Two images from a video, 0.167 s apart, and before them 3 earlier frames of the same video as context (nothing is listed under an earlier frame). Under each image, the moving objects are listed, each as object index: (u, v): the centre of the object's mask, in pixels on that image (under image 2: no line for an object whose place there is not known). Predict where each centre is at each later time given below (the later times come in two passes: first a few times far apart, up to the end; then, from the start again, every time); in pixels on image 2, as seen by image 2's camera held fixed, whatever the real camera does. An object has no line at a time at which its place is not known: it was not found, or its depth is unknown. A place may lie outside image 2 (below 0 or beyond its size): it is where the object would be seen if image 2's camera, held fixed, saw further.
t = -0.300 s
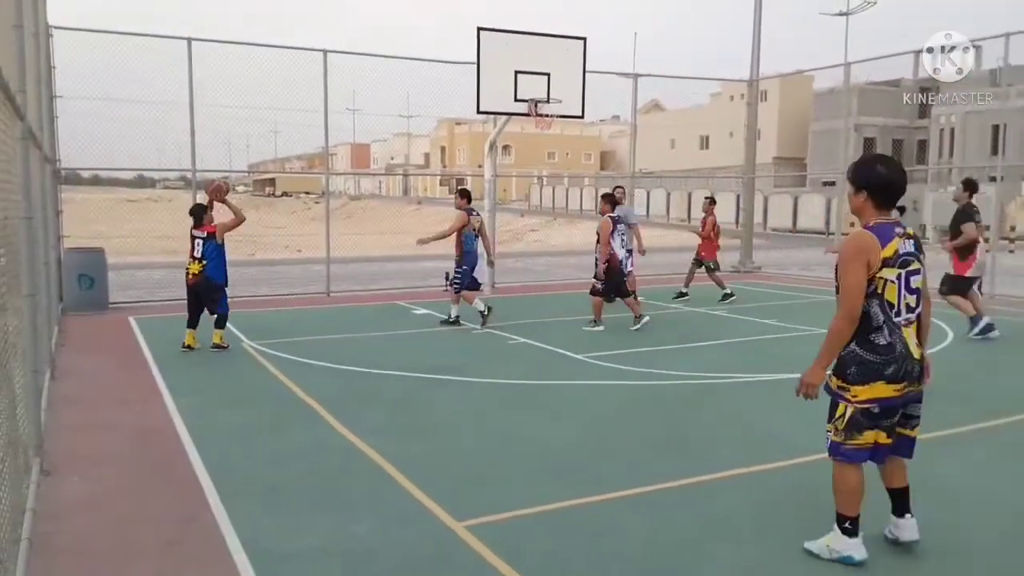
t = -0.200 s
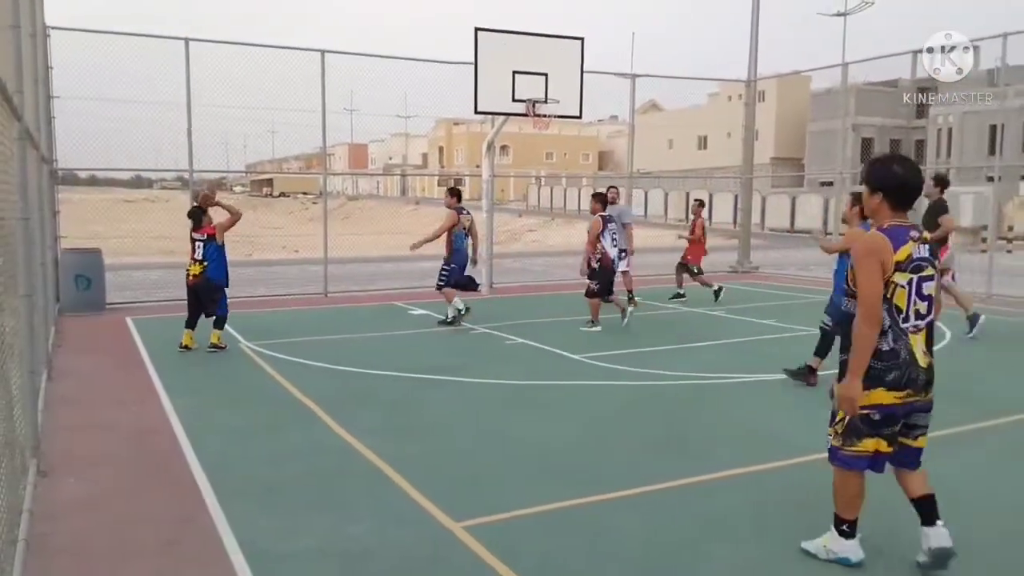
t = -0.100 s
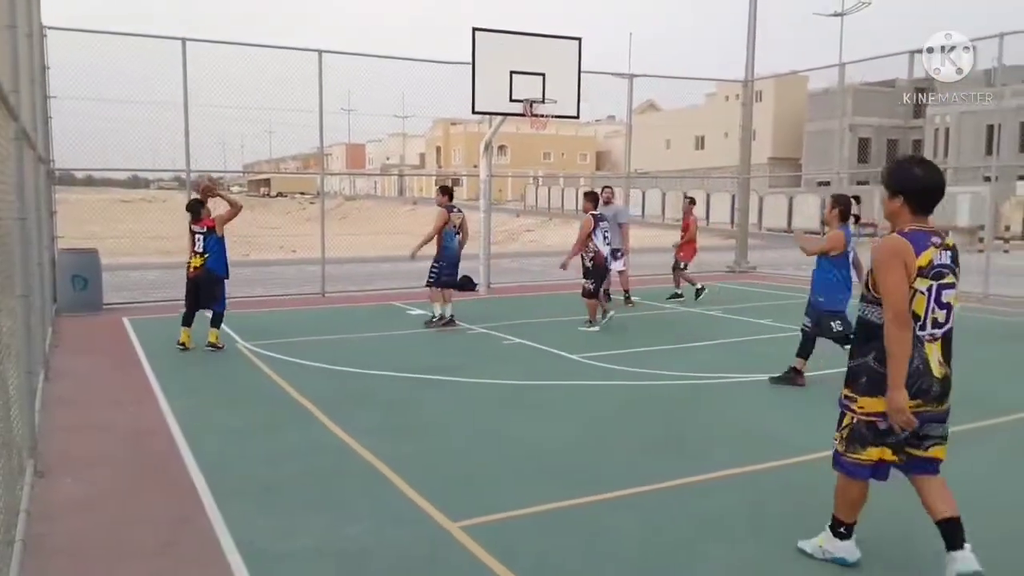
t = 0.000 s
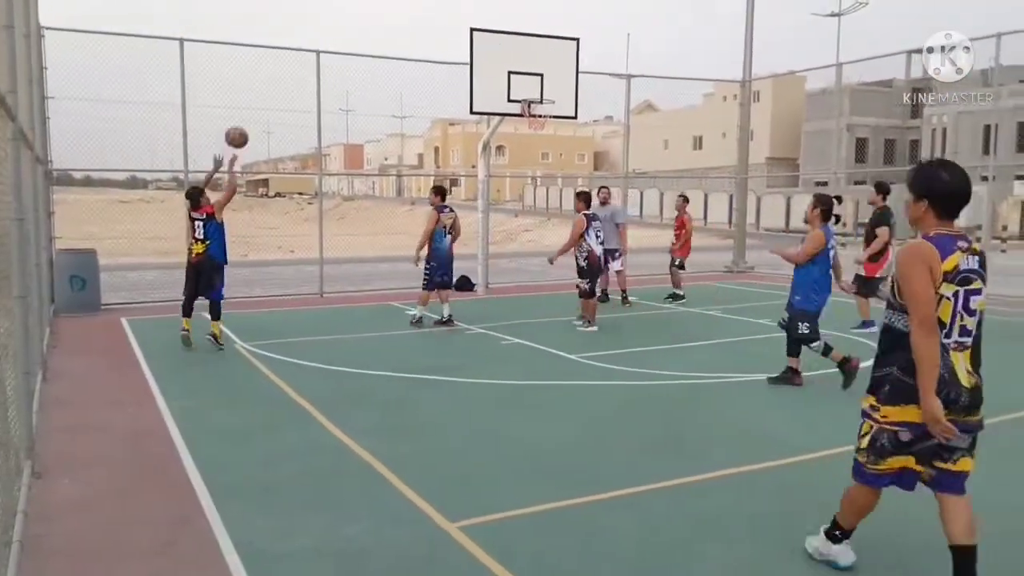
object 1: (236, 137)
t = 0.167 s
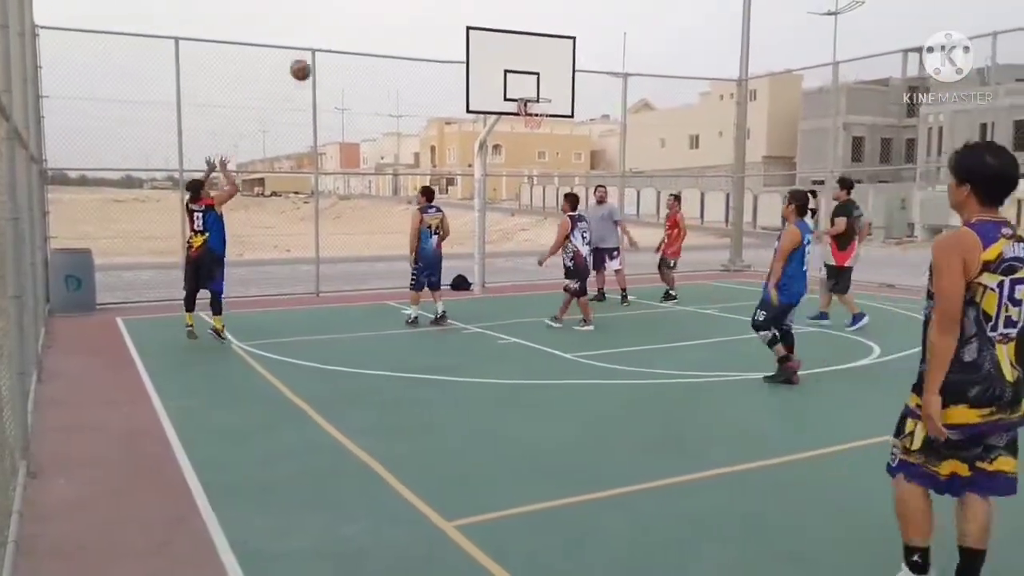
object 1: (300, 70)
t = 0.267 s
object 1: (338, 44)
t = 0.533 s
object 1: (427, 23)
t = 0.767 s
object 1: (492, 51)
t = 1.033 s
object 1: (539, 78)
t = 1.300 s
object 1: (544, 44)
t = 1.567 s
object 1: (551, 61)
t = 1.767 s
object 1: (555, 117)
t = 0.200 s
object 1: (313, 60)
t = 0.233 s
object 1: (326, 51)
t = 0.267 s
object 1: (338, 44)
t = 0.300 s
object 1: (350, 38)
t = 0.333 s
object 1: (362, 33)
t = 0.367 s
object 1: (373, 29)
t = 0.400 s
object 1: (385, 26)
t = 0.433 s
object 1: (395, 24)
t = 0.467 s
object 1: (406, 23)
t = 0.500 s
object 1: (417, 23)
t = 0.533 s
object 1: (427, 23)
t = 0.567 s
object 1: (437, 25)
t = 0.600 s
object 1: (447, 27)
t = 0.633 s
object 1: (456, 30)
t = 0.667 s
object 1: (466, 34)
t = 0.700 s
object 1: (475, 40)
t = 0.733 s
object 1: (484, 45)
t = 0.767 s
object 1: (492, 51)
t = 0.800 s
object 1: (501, 58)
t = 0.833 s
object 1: (509, 65)
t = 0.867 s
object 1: (518, 74)
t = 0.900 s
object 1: (525, 82)
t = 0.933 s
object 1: (533, 92)
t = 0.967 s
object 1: (537, 93)
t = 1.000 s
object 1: (538, 85)
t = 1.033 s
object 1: (539, 78)
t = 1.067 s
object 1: (539, 71)
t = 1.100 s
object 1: (540, 65)
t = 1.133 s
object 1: (540, 60)
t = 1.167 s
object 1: (541, 55)
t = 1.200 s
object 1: (542, 51)
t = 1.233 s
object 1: (543, 48)
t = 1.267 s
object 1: (544, 45)
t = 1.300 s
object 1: (544, 44)
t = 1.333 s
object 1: (545, 43)
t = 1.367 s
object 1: (546, 43)
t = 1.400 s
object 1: (547, 44)
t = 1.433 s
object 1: (548, 45)
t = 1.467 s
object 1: (548, 47)
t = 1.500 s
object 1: (549, 51)
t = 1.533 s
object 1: (550, 56)
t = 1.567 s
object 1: (551, 61)
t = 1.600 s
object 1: (551, 68)
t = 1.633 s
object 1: (552, 76)
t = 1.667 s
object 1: (553, 84)
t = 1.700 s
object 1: (554, 94)
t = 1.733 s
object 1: (554, 105)
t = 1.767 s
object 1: (555, 117)
